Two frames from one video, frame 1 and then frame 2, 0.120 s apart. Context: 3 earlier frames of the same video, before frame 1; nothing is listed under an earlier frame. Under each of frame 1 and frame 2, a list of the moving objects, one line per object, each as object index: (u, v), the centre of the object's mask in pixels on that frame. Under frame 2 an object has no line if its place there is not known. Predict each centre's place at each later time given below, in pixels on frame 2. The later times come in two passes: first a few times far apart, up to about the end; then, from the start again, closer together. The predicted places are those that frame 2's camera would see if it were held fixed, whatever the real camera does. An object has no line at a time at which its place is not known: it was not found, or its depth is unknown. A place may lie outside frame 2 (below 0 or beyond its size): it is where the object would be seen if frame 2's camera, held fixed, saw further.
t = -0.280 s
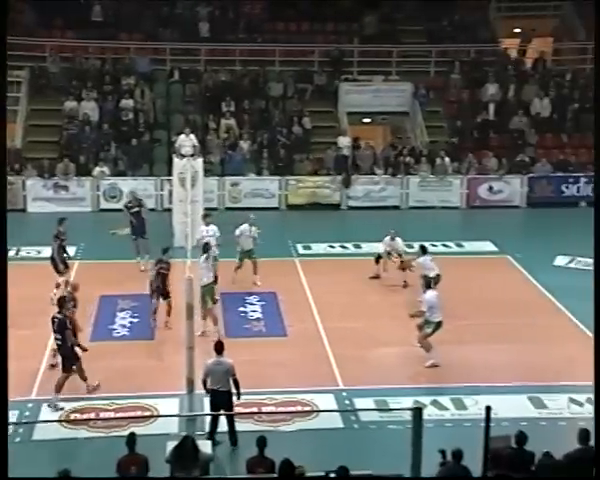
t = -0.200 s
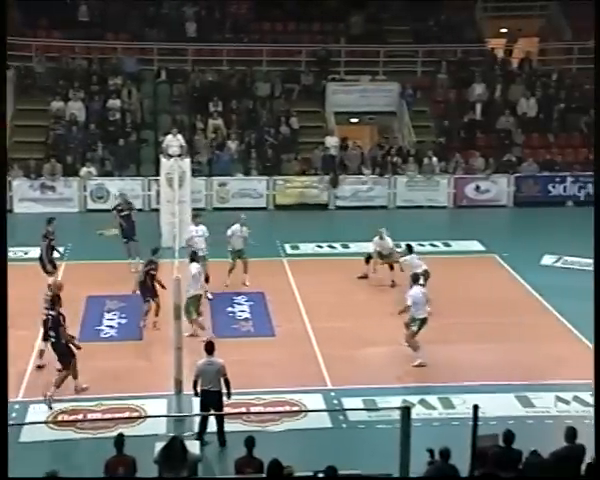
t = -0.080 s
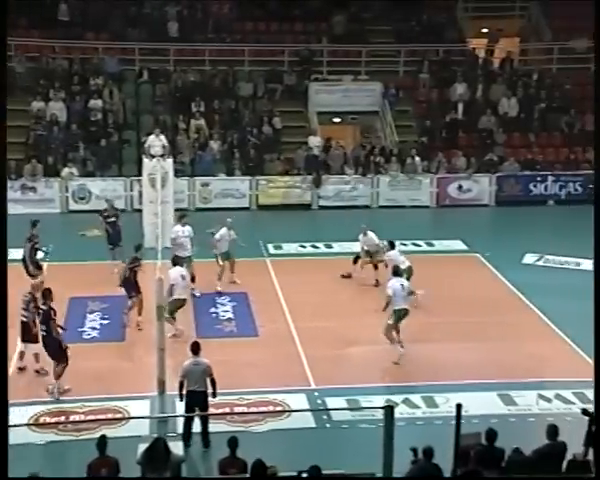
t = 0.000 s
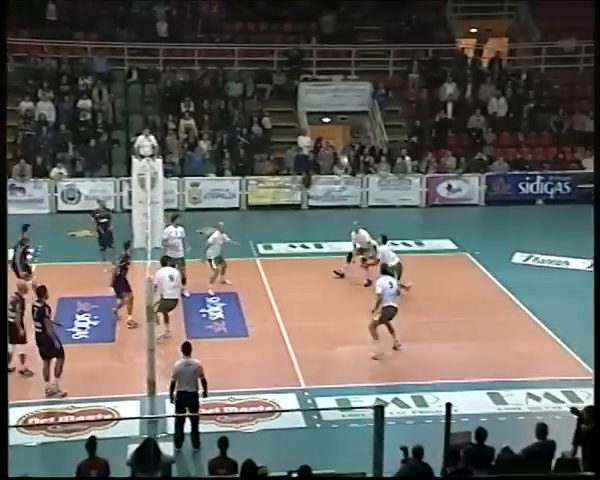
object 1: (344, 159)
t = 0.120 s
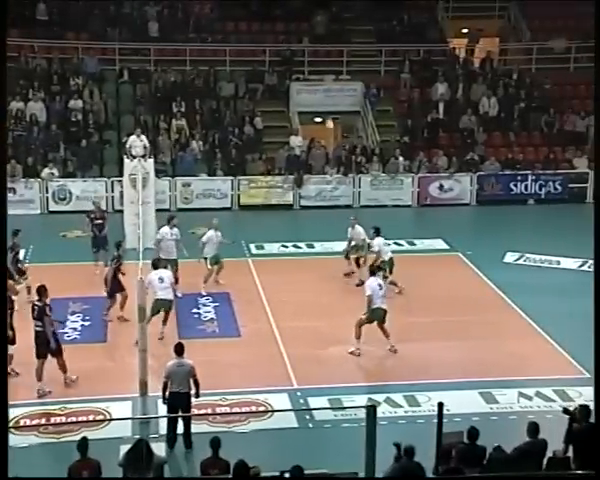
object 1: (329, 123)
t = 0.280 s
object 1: (320, 84)
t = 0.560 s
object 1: (304, 47)
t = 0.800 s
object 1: (293, 44)
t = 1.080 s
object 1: (279, 74)
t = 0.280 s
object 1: (320, 84)
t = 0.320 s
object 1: (318, 78)
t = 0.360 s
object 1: (316, 72)
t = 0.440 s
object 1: (312, 60)
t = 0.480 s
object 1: (309, 56)
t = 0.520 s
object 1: (307, 51)
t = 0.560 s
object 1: (304, 47)
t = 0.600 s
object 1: (303, 45)
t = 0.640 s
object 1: (301, 44)
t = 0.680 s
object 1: (299, 43)
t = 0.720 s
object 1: (297, 43)
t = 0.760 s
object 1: (295, 43)
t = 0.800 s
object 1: (293, 44)
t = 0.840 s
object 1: (291, 46)
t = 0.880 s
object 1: (289, 49)
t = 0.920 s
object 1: (287, 53)
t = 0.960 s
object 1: (285, 57)
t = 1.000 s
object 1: (283, 62)
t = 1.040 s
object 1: (281, 68)
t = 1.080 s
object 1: (279, 74)
